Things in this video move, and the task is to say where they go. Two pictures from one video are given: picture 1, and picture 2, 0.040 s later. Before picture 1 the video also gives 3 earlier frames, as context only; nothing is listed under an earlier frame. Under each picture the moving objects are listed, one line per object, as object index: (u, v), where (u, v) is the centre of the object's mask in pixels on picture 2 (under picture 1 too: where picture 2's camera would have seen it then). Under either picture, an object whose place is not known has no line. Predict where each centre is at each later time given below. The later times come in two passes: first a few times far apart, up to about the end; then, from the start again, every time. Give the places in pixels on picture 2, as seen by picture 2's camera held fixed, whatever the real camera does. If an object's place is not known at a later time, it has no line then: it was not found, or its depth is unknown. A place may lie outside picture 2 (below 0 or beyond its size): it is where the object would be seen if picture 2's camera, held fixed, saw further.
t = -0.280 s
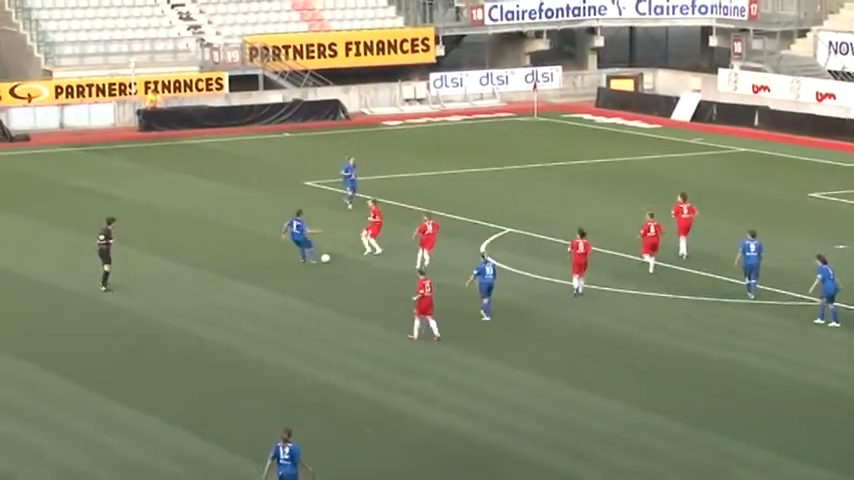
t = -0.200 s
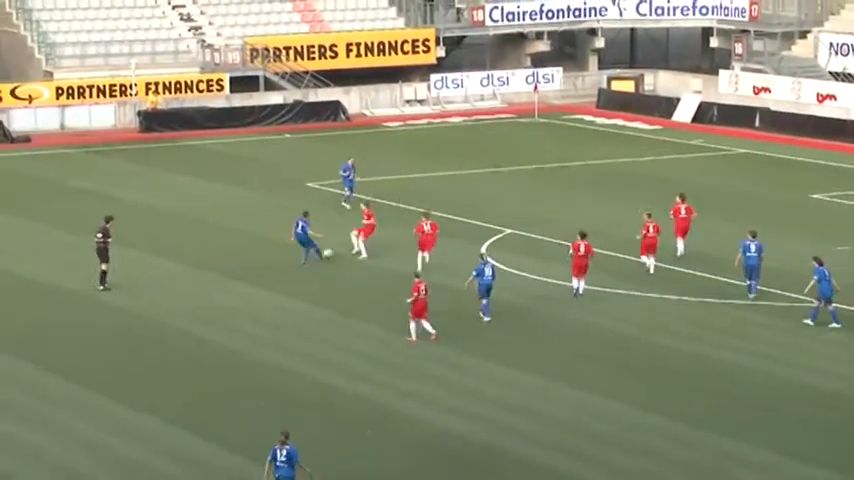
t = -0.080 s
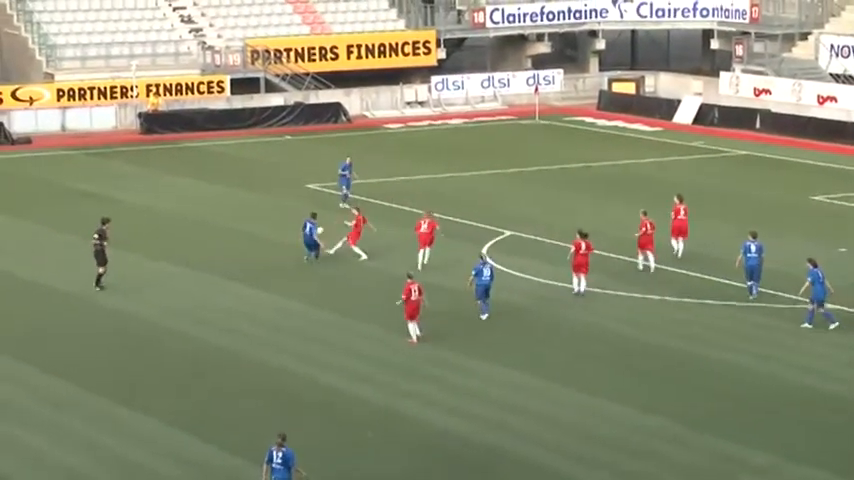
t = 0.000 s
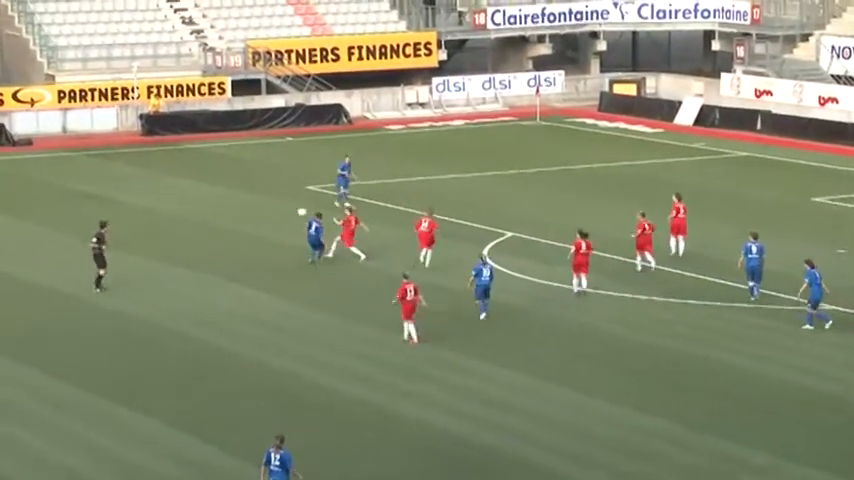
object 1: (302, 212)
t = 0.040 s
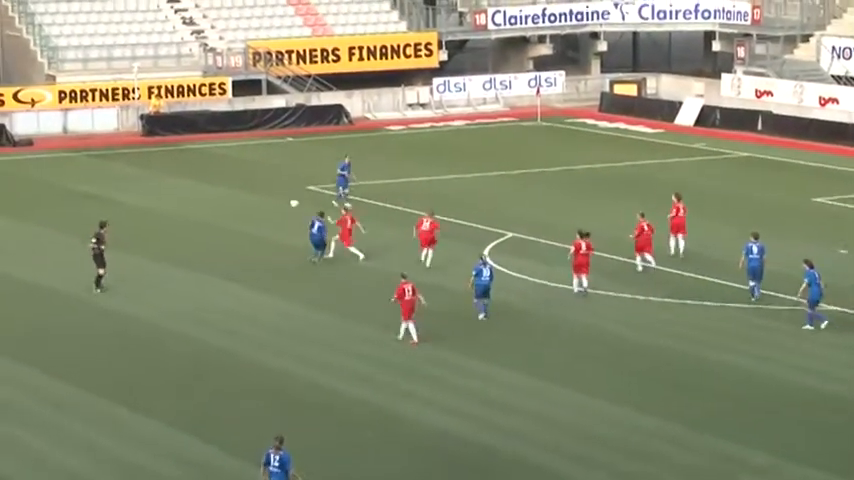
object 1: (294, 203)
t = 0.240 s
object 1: (252, 170)
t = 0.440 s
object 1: (216, 154)
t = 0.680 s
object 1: (176, 154)
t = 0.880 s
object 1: (147, 170)
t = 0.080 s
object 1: (284, 195)
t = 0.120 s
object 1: (276, 187)
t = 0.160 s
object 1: (268, 181)
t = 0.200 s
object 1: (260, 175)
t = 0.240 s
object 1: (252, 170)
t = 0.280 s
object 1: (245, 165)
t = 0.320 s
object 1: (237, 161)
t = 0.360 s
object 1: (230, 158)
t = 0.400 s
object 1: (223, 155)
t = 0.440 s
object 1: (216, 154)
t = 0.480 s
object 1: (209, 152)
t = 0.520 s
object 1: (202, 151)
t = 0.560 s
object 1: (196, 151)
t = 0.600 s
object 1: (189, 151)
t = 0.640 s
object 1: (182, 152)
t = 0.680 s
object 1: (176, 154)
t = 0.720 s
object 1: (170, 156)
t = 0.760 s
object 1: (164, 159)
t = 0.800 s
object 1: (158, 162)
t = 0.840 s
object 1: (153, 166)
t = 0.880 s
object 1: (147, 170)
